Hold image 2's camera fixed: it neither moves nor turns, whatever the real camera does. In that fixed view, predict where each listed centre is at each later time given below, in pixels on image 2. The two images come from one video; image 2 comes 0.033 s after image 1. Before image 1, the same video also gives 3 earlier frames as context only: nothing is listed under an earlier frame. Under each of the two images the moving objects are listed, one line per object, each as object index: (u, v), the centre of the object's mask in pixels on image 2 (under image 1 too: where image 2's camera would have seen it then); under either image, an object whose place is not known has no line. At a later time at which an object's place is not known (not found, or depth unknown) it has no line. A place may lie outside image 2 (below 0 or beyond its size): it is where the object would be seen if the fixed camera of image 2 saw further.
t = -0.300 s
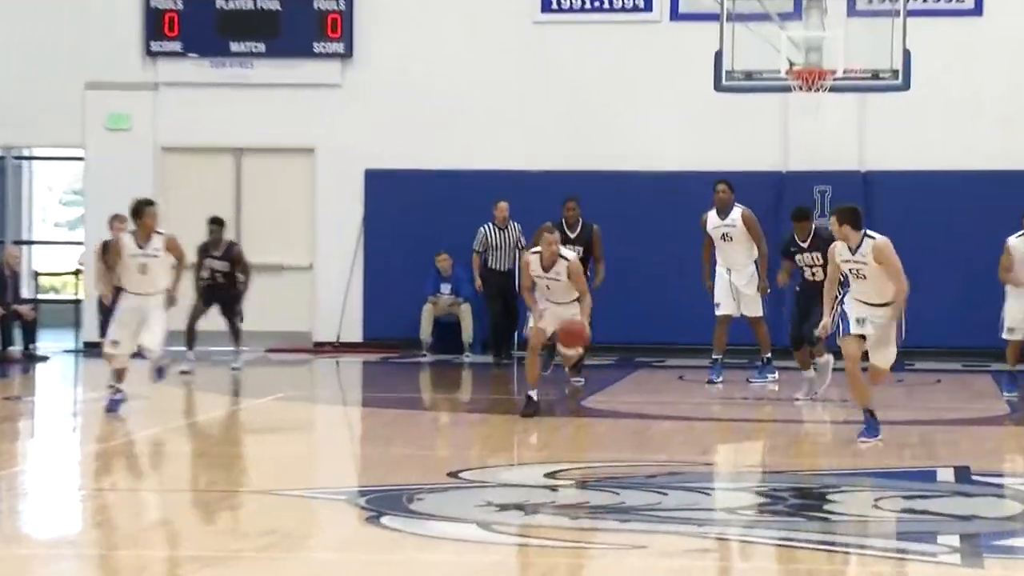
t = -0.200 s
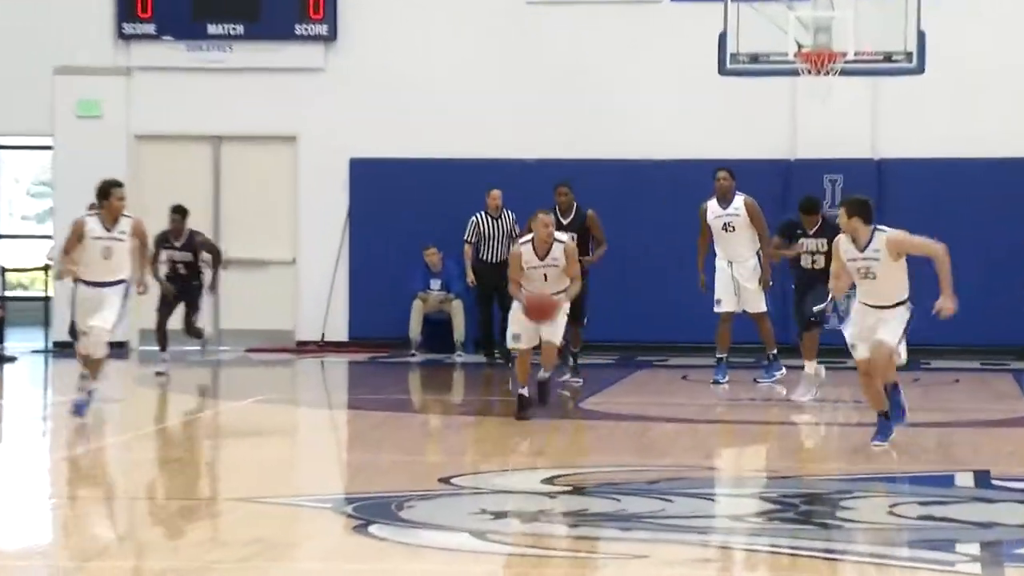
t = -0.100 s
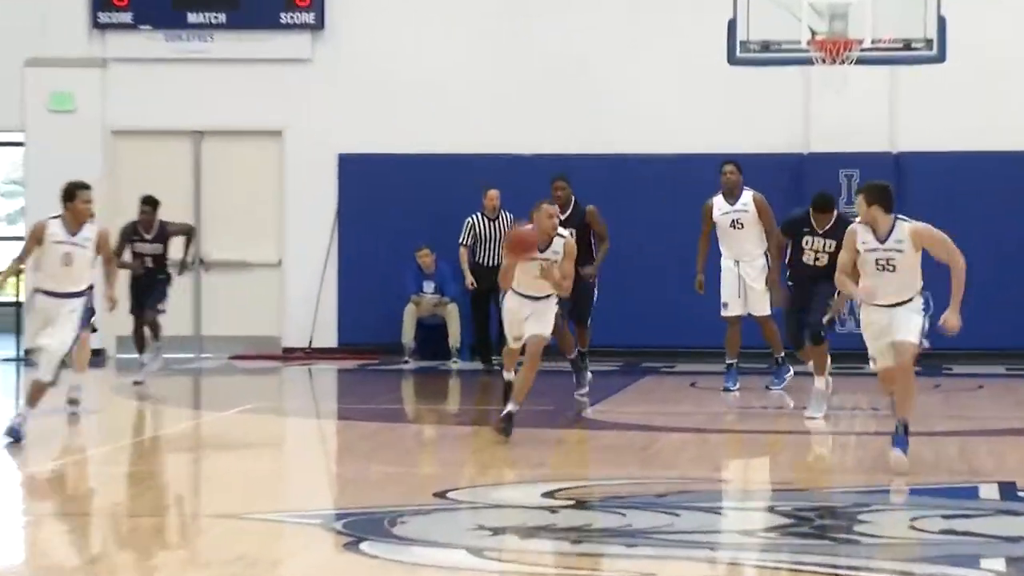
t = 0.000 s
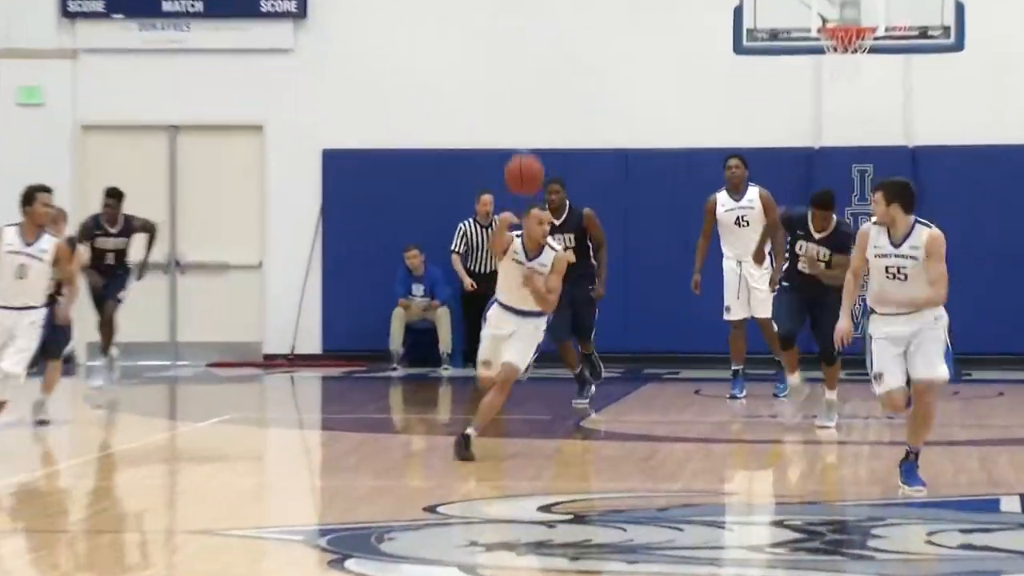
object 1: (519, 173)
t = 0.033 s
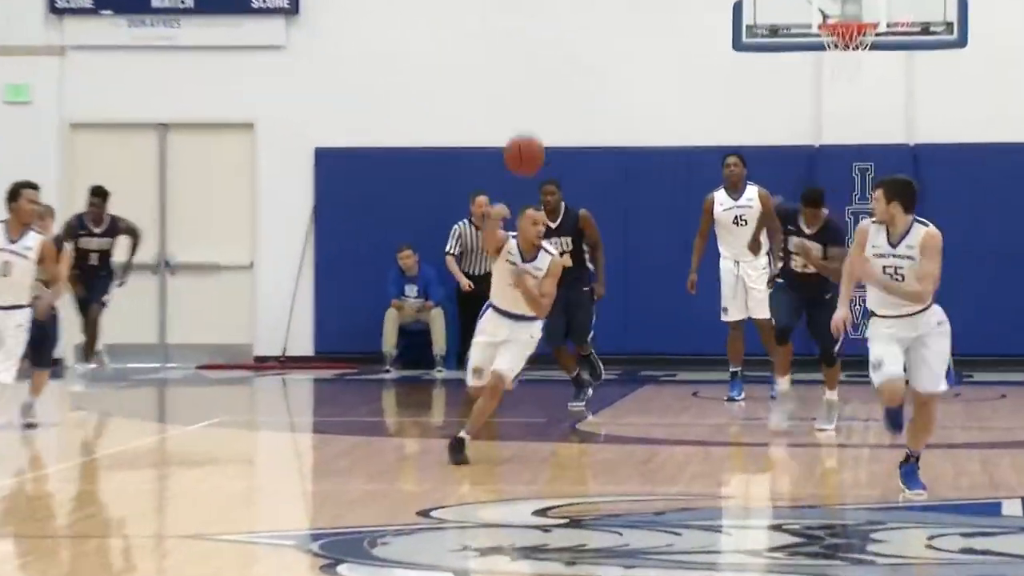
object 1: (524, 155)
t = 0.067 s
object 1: (529, 136)
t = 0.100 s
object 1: (533, 118)
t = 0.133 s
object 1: (536, 101)
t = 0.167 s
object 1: (541, 87)
